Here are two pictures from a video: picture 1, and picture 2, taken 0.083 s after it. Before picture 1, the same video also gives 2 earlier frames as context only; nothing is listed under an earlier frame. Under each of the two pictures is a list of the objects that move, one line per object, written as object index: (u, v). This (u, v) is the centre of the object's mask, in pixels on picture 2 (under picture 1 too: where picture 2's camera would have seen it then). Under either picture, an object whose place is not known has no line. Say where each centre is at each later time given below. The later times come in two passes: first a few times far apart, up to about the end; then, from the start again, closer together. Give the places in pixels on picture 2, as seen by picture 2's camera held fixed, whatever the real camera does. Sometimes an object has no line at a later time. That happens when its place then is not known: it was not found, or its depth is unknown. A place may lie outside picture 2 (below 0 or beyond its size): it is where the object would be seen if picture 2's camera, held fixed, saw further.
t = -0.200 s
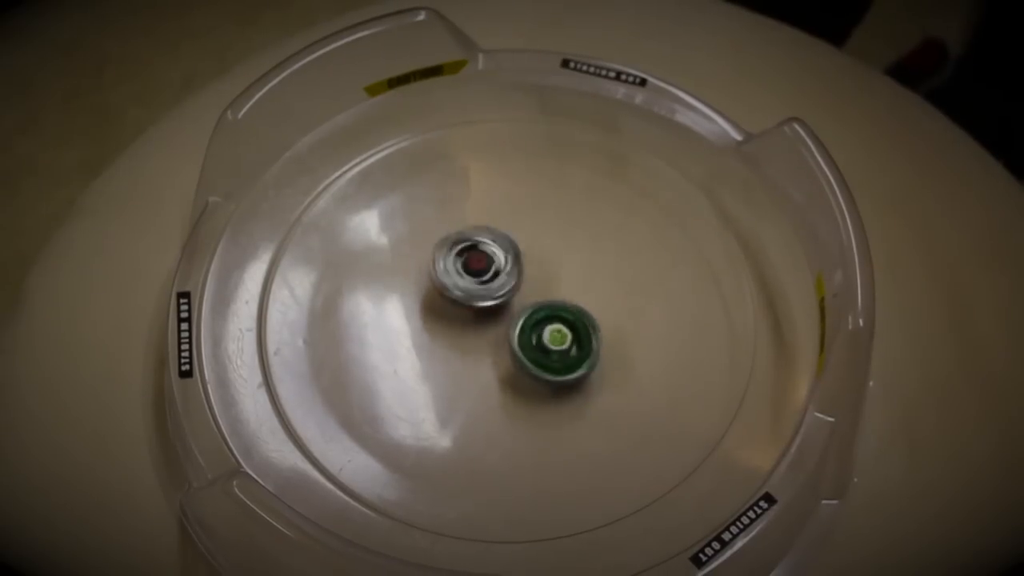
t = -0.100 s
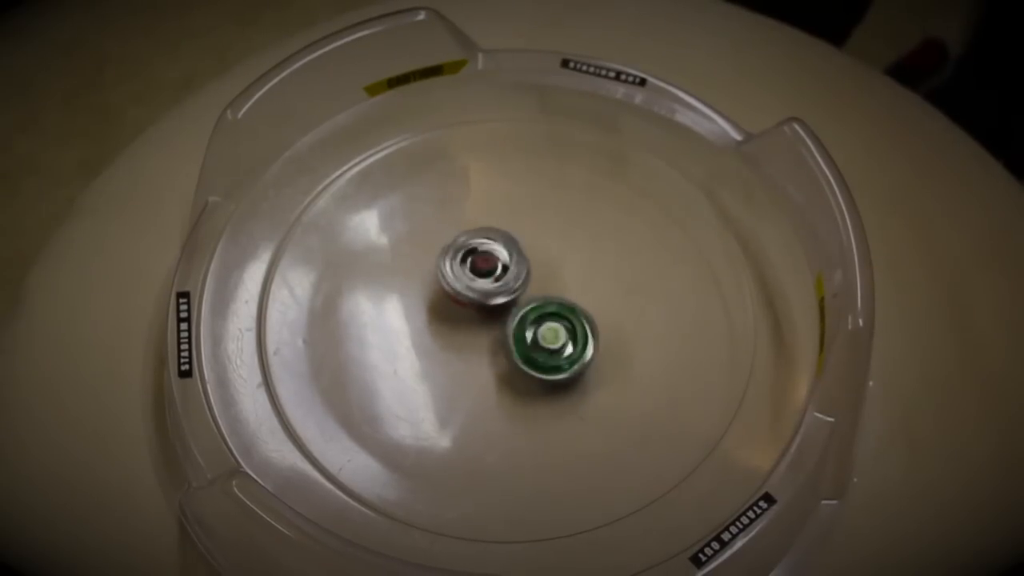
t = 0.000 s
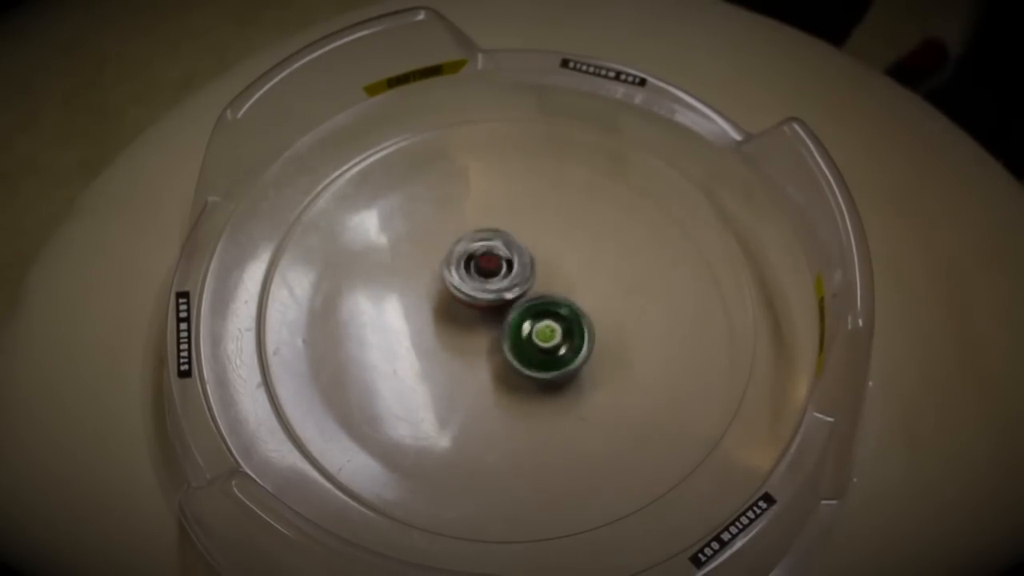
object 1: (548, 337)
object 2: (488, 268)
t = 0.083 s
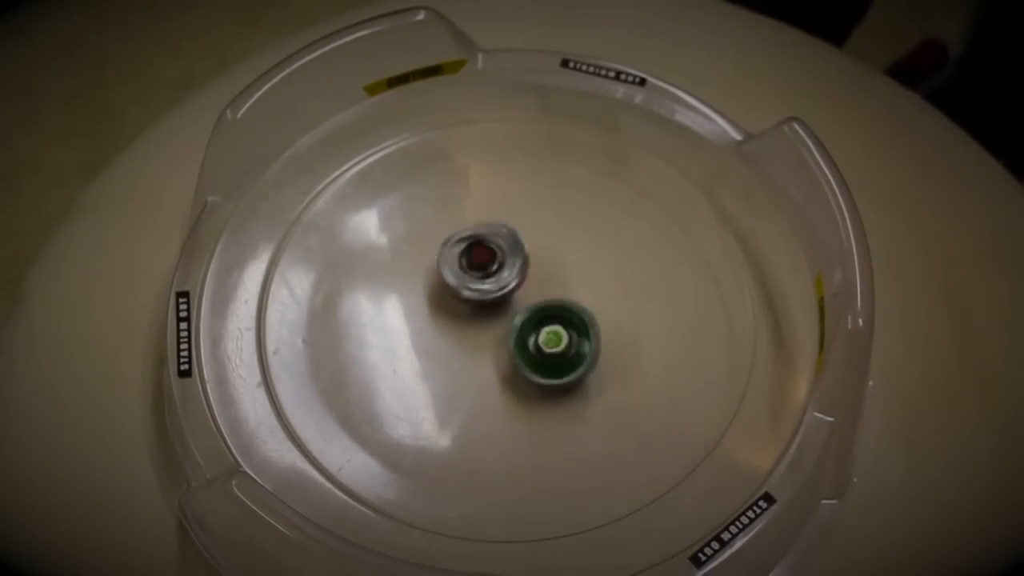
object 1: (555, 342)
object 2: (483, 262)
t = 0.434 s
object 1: (559, 339)
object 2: (468, 257)
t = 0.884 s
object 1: (557, 334)
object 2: (466, 262)
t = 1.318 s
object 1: (563, 323)
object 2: (483, 268)
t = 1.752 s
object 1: (557, 332)
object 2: (481, 273)
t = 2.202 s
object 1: (497, 349)
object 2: (482, 251)
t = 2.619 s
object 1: (460, 368)
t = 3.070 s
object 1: (480, 362)
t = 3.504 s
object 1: (488, 341)
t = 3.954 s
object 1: (501, 347)
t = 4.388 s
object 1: (496, 344)
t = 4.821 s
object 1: (495, 343)
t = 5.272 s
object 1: (495, 343)
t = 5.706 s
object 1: (496, 343)
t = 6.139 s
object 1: (496, 343)
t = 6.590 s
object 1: (496, 343)
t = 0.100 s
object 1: (555, 344)
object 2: (480, 261)
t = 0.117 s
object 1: (556, 345)
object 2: (480, 260)
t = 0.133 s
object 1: (556, 346)
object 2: (477, 261)
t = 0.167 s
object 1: (553, 345)
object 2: (475, 263)
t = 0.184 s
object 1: (552, 345)
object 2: (477, 263)
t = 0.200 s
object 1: (551, 342)
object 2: (476, 265)
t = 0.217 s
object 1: (549, 341)
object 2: (479, 266)
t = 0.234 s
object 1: (548, 338)
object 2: (478, 266)
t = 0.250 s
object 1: (547, 337)
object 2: (479, 267)
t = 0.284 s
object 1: (544, 333)
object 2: (481, 270)
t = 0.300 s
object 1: (544, 331)
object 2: (482, 271)
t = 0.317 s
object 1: (546, 333)
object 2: (480, 270)
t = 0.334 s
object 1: (552, 336)
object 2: (476, 268)
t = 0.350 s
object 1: (554, 337)
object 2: (474, 265)
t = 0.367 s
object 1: (558, 339)
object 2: (472, 262)
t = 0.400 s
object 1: (560, 340)
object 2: (469, 258)
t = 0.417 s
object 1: (559, 339)
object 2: (469, 257)
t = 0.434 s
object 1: (559, 339)
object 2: (468, 257)
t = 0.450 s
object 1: (559, 338)
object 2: (467, 256)
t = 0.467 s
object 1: (558, 337)
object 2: (467, 257)
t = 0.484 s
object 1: (558, 336)
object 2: (467, 257)
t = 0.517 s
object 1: (557, 335)
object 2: (468, 258)
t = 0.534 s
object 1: (556, 334)
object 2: (468, 260)
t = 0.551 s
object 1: (555, 333)
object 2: (469, 259)
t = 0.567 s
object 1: (554, 332)
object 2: (469, 260)
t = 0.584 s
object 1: (552, 331)
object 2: (470, 260)
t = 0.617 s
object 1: (550, 327)
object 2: (472, 262)
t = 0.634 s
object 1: (546, 324)
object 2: (472, 262)
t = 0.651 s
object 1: (546, 322)
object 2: (472, 264)
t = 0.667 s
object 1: (544, 321)
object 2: (474, 263)
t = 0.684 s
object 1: (549, 324)
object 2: (469, 260)
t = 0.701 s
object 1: (551, 327)
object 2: (467, 256)
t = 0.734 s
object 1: (557, 332)
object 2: (462, 253)
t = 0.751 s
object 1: (559, 333)
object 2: (458, 252)
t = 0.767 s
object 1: (560, 335)
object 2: (457, 251)
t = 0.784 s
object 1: (561, 335)
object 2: (457, 251)
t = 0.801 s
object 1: (560, 336)
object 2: (457, 253)
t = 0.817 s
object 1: (560, 336)
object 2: (458, 254)
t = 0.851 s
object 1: (558, 335)
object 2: (461, 258)
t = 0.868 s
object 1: (558, 335)
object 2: (463, 260)
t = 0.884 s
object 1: (557, 334)
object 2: (466, 262)
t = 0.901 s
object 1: (556, 333)
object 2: (468, 264)
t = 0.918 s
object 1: (555, 332)
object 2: (471, 266)
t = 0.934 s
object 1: (554, 331)
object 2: (473, 268)
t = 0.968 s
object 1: (553, 328)
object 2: (479, 272)
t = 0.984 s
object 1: (553, 328)
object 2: (481, 274)
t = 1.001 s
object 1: (557, 329)
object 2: (480, 274)
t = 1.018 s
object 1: (560, 330)
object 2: (480, 274)
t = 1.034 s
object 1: (562, 331)
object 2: (480, 275)
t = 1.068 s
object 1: (563, 331)
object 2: (481, 275)
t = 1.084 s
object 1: (563, 332)
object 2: (482, 275)
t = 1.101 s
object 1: (562, 330)
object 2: (483, 276)
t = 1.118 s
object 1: (563, 330)
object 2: (484, 274)
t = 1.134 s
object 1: (563, 328)
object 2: (484, 273)
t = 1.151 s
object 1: (563, 327)
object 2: (486, 275)
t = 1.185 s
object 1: (563, 325)
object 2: (488, 275)
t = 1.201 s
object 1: (562, 324)
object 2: (490, 274)
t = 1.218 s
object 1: (562, 323)
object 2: (491, 272)
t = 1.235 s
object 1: (560, 321)
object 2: (491, 274)
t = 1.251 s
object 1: (560, 321)
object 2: (493, 273)
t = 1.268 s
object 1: (559, 321)
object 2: (492, 274)
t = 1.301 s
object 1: (563, 322)
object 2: (486, 267)
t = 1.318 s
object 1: (563, 323)
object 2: (483, 268)
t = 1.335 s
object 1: (563, 325)
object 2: (480, 265)
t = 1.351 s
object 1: (563, 325)
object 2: (479, 262)
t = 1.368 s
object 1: (563, 326)
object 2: (476, 263)
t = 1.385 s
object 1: (561, 326)
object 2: (476, 262)
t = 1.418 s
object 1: (559, 326)
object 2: (474, 261)
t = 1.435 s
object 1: (559, 326)
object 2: (474, 260)
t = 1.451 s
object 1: (558, 326)
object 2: (474, 260)
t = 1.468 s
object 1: (557, 325)
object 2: (474, 260)
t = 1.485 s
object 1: (557, 325)
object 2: (474, 261)
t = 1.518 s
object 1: (555, 323)
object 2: (475, 263)
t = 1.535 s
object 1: (554, 323)
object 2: (475, 265)
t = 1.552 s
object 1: (555, 321)
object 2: (477, 266)
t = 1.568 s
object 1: (553, 321)
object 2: (477, 268)
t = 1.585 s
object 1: (553, 320)
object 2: (479, 268)
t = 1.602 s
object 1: (553, 320)
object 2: (480, 270)
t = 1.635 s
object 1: (553, 318)
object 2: (483, 272)
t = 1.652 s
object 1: (552, 317)
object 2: (483, 274)
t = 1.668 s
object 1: (554, 318)
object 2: (484, 275)
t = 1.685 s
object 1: (553, 318)
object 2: (484, 275)
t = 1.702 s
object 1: (556, 322)
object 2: (483, 274)
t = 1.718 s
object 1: (557, 327)
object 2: (483, 274)
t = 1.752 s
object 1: (557, 332)
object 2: (481, 273)
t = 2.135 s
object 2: (483, 249)
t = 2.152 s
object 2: (483, 249)
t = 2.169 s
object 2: (481, 250)
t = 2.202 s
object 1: (497, 349)
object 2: (482, 251)
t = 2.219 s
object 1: (495, 347)
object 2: (482, 252)
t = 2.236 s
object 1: (493, 344)
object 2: (482, 254)
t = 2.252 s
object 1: (491, 342)
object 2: (482, 254)
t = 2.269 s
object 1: (490, 340)
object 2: (482, 256)
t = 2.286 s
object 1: (489, 337)
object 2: (482, 257)
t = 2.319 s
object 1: (487, 331)
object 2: (483, 260)
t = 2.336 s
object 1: (486, 332)
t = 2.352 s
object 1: (484, 333)
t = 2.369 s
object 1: (482, 335)
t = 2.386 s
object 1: (479, 338)
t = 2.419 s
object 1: (471, 349)
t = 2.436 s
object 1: (468, 354)
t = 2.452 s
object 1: (465, 358)
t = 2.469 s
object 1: (464, 362)
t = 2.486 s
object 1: (462, 365)
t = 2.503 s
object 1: (461, 366)
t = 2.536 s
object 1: (459, 368)
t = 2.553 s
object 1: (459, 370)
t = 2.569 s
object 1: (459, 369)
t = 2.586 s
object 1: (459, 370)
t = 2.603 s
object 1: (459, 369)
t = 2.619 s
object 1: (460, 368)
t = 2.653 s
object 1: (461, 366)
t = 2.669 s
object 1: (462, 364)
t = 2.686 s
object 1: (463, 363)
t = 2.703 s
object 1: (463, 362)
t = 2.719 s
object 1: (463, 359)
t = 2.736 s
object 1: (465, 357)
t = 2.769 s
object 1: (467, 353)
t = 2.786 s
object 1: (468, 350)
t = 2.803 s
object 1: (471, 346)
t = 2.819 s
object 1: (471, 344)
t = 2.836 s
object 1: (473, 341)
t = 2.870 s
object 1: (473, 342)
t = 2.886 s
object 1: (472, 343)
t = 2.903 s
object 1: (472, 344)
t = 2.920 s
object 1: (472, 345)
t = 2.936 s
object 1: (471, 347)
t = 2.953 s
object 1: (472, 349)
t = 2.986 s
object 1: (472, 353)
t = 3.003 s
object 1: (473, 355)
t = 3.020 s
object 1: (474, 358)
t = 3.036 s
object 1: (475, 359)
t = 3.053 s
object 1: (477, 362)
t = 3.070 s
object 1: (480, 362)
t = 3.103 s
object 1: (482, 362)
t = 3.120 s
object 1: (483, 361)
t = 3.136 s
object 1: (483, 361)
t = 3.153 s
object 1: (483, 359)
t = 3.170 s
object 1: (483, 358)
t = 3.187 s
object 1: (484, 356)
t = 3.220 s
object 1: (486, 354)
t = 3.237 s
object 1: (487, 353)
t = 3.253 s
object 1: (487, 352)
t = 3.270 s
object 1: (488, 350)
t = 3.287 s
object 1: (488, 348)
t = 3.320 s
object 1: (489, 345)
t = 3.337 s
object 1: (488, 343)
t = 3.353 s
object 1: (488, 342)
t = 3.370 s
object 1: (488, 342)
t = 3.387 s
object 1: (487, 342)
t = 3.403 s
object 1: (487, 341)
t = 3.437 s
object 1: (487, 342)
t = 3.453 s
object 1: (487, 341)
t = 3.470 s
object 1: (488, 341)
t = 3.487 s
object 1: (489, 341)
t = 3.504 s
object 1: (488, 341)
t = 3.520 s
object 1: (489, 342)
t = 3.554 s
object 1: (488, 342)
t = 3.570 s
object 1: (488, 343)
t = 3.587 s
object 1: (488, 345)
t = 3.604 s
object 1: (488, 346)
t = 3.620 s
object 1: (489, 347)
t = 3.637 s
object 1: (489, 348)
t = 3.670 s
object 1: (491, 352)
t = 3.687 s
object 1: (494, 353)
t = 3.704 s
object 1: (496, 353)
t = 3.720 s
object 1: (497, 351)
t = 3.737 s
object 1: (497, 350)
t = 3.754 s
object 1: (498, 350)
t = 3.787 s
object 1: (499, 348)
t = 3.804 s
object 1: (500, 347)
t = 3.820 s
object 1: (499, 347)
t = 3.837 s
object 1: (500, 347)
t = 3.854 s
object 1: (500, 348)
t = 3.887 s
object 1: (501, 348)
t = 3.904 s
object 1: (501, 348)
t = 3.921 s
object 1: (501, 347)
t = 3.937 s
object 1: (502, 347)
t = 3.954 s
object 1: (501, 347)
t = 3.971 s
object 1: (501, 347)
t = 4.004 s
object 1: (501, 348)
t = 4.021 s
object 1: (501, 348)
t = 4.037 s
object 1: (500, 347)
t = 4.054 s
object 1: (499, 346)
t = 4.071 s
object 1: (498, 347)
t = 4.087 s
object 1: (498, 346)
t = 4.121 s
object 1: (497, 346)
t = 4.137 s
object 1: (497, 346)
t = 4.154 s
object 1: (498, 346)
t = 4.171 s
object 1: (498, 345)
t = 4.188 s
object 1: (498, 346)
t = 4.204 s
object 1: (497, 345)
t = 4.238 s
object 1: (496, 345)
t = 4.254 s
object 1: (496, 344)
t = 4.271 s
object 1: (496, 344)
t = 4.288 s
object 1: (496, 345)
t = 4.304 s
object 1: (496, 345)
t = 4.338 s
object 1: (496, 344)
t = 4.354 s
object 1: (496, 344)
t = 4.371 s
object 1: (495, 344)
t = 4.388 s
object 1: (496, 344)
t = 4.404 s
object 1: (496, 344)
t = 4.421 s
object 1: (495, 344)
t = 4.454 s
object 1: (495, 344)
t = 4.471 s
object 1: (496, 344)
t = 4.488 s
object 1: (496, 344)
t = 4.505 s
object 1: (496, 344)
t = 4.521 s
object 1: (495, 344)
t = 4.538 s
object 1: (495, 344)
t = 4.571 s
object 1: (495, 343)
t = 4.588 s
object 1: (495, 344)
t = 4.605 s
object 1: (495, 343)
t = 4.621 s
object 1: (495, 343)
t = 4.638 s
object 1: (495, 343)
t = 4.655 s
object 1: (495, 343)
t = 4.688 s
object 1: (495, 343)
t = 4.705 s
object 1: (495, 343)
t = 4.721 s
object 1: (495, 343)
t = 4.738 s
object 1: (495, 343)
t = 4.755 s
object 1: (495, 344)
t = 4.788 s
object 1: (495, 343)
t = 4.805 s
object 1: (495, 343)
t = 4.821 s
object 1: (495, 343)
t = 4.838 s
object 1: (495, 343)
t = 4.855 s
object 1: (495, 343)
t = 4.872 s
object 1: (495, 343)
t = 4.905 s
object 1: (495, 343)
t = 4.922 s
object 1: (495, 343)
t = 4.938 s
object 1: (495, 343)
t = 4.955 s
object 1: (495, 343)
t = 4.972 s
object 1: (495, 343)
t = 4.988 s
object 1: (495, 342)
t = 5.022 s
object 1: (495, 343)
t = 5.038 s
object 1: (495, 343)
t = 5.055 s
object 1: (495, 343)
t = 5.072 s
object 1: (495, 343)
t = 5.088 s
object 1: (496, 343)
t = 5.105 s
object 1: (495, 343)
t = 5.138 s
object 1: (495, 343)
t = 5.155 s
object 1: (495, 343)
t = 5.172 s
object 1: (495, 343)
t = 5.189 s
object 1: (496, 343)
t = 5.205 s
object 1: (495, 343)
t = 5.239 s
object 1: (495, 343)
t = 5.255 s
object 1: (495, 343)
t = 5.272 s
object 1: (495, 343)
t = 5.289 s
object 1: (495, 343)
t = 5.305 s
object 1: (496, 344)
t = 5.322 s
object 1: (495, 343)
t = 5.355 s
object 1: (495, 343)
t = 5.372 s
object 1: (495, 343)
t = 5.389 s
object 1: (495, 342)
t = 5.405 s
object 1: (495, 343)
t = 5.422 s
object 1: (495, 343)
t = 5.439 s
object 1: (495, 342)
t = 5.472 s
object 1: (496, 342)
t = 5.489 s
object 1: (495, 342)
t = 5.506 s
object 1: (496, 342)
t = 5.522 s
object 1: (496, 343)
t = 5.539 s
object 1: (496, 343)
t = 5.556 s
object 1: (496, 343)
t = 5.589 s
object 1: (496, 343)
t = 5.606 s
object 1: (496, 343)
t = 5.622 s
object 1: (496, 343)
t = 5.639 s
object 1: (496, 343)
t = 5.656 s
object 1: (496, 343)
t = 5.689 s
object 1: (496, 343)
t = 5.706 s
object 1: (496, 343)
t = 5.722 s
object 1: (496, 343)
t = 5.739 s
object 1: (496, 343)
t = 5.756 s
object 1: (496, 343)
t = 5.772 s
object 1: (496, 343)
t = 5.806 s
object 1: (496, 343)
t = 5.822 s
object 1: (496, 343)
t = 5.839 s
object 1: (496, 343)
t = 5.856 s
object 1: (496, 343)
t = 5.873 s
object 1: (496, 343)
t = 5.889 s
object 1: (496, 342)
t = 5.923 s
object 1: (496, 343)
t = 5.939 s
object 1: (496, 343)
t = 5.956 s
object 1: (496, 343)
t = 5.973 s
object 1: (496, 343)
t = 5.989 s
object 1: (496, 343)
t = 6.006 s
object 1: (496, 343)
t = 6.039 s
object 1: (496, 343)
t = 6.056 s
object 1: (496, 343)
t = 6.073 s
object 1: (496, 343)
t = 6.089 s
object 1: (496, 343)
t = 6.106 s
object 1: (496, 343)
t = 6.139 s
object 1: (496, 343)
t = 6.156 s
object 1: (496, 343)
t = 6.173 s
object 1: (496, 343)
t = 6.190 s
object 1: (496, 343)
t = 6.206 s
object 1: (496, 343)
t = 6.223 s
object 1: (496, 343)
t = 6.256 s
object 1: (496, 343)
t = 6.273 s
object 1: (496, 343)
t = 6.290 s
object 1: (496, 343)
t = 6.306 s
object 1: (496, 343)
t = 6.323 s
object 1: (496, 343)
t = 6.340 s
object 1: (496, 343)
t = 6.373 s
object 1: (496, 343)
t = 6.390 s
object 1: (496, 343)
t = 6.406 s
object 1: (496, 343)
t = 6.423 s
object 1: (496, 343)
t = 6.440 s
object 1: (496, 343)
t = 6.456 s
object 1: (496, 343)
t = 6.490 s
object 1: (496, 342)
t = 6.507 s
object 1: (496, 342)
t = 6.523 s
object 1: (496, 343)
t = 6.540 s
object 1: (496, 344)
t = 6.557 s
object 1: (496, 343)
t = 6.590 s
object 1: (496, 343)
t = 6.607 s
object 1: (496, 343)
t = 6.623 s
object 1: (496, 344)
